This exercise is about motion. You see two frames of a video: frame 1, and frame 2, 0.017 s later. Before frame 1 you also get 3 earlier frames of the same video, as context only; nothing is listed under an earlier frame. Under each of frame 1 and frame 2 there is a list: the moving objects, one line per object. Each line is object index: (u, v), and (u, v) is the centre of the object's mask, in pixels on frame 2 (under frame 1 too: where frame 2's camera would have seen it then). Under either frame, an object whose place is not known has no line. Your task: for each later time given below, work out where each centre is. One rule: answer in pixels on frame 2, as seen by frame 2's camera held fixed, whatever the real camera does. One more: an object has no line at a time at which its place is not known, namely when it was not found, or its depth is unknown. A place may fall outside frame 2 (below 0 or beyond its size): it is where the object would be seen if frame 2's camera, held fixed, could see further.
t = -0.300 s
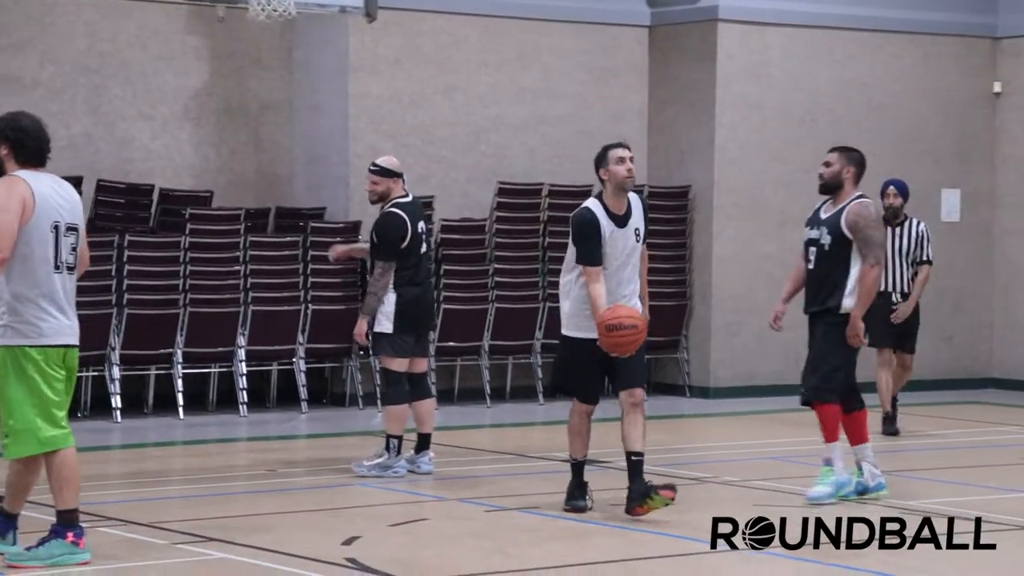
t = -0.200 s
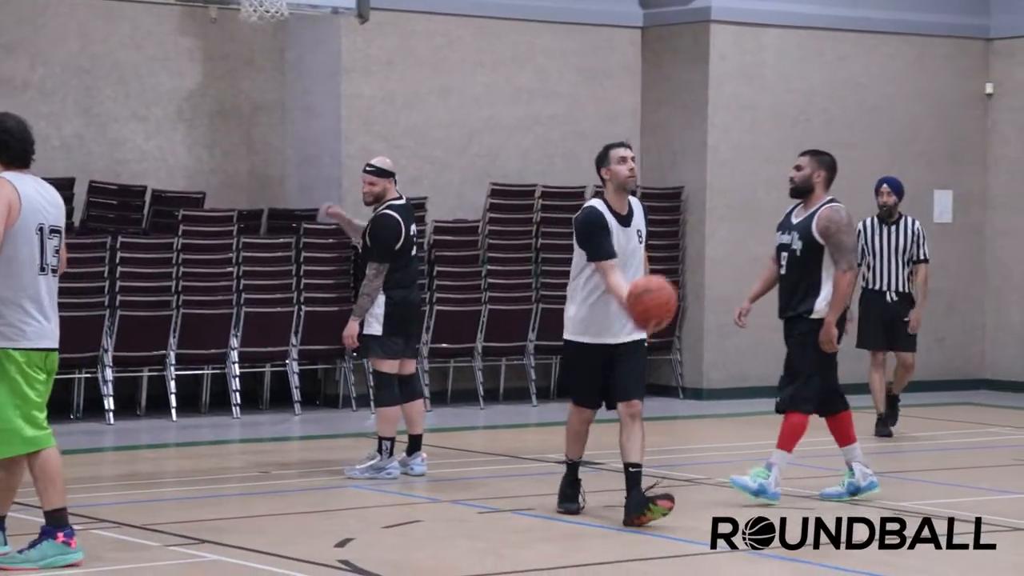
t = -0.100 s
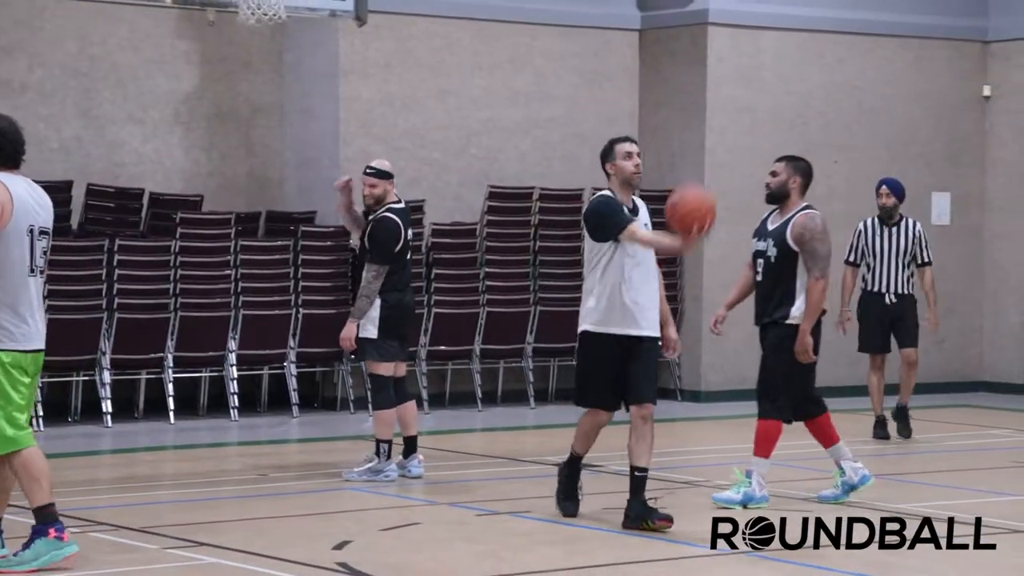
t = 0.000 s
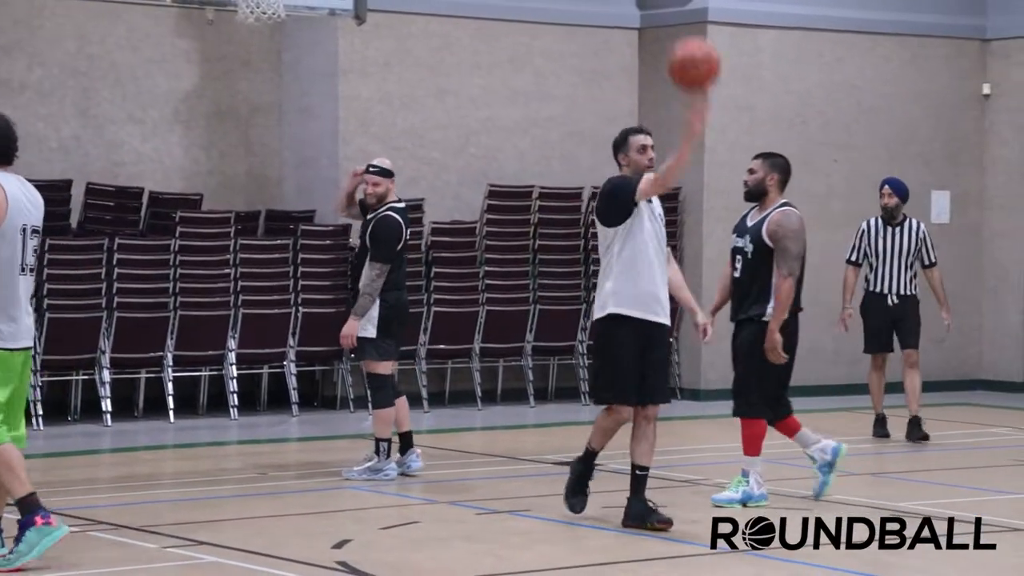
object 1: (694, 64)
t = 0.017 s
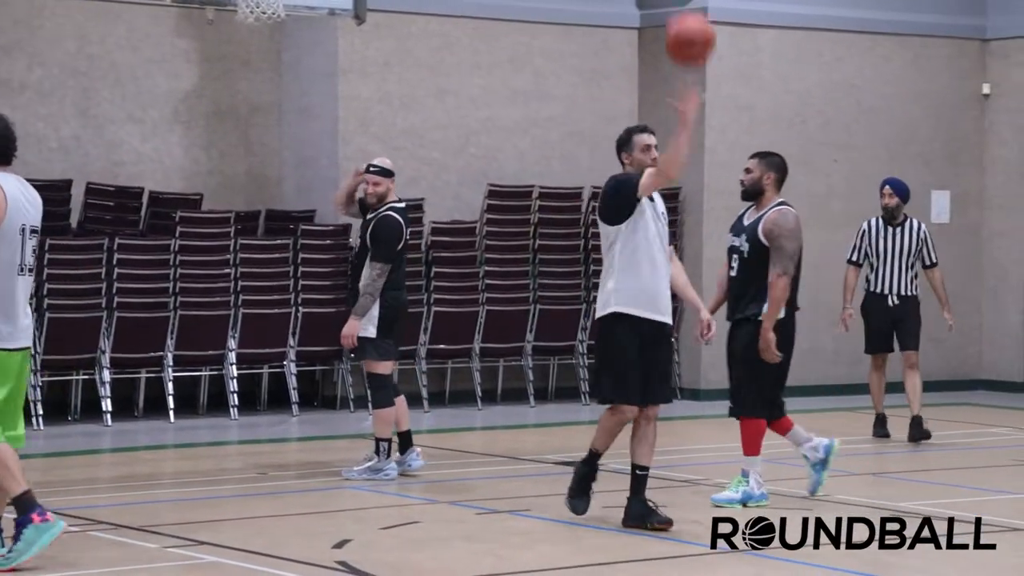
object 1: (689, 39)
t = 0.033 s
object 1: (685, 17)
